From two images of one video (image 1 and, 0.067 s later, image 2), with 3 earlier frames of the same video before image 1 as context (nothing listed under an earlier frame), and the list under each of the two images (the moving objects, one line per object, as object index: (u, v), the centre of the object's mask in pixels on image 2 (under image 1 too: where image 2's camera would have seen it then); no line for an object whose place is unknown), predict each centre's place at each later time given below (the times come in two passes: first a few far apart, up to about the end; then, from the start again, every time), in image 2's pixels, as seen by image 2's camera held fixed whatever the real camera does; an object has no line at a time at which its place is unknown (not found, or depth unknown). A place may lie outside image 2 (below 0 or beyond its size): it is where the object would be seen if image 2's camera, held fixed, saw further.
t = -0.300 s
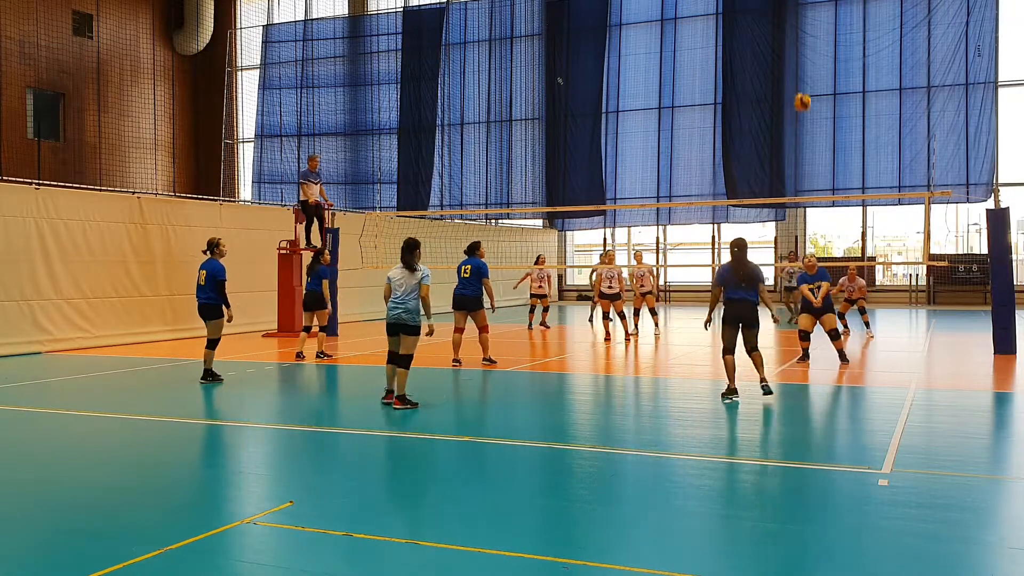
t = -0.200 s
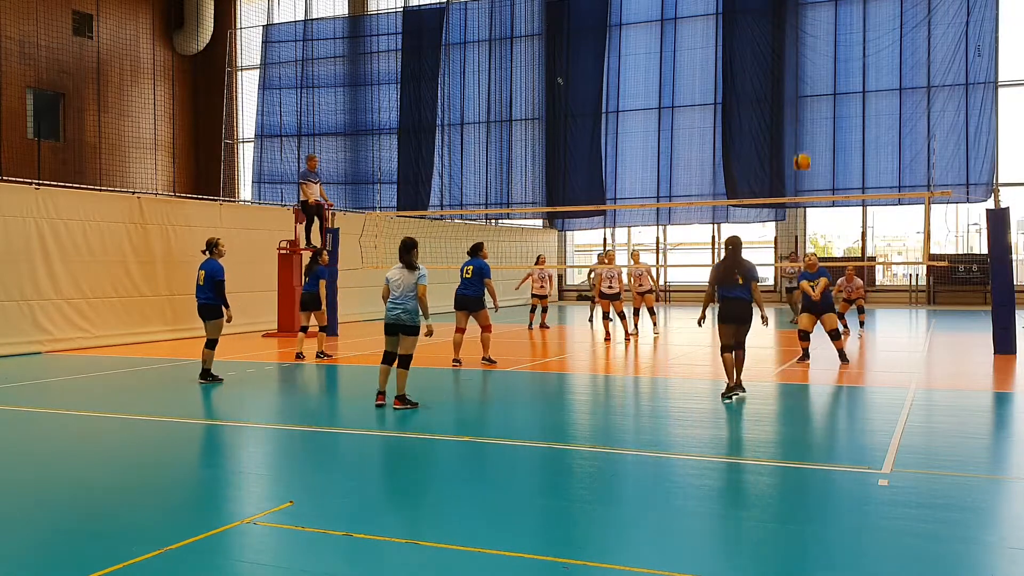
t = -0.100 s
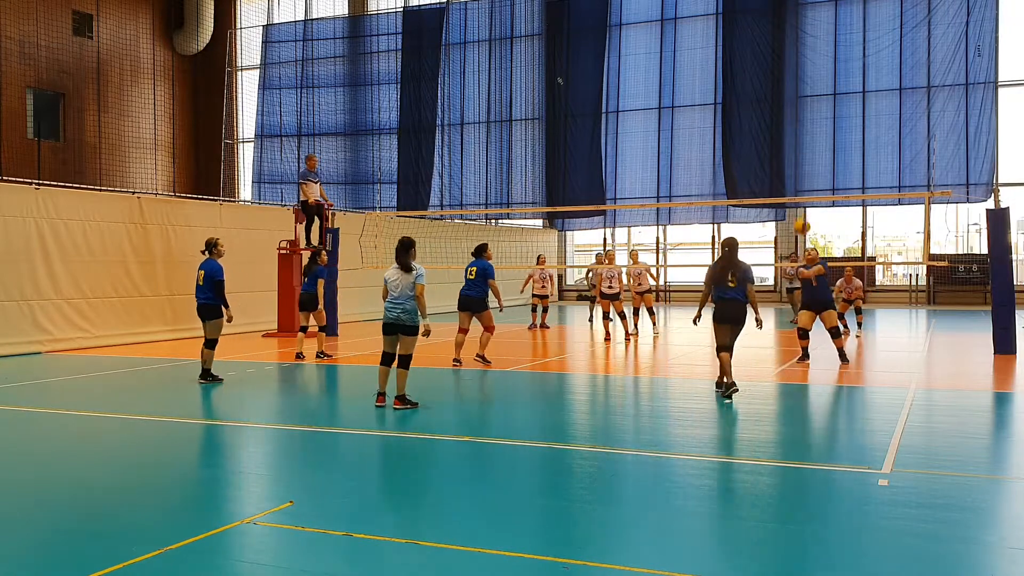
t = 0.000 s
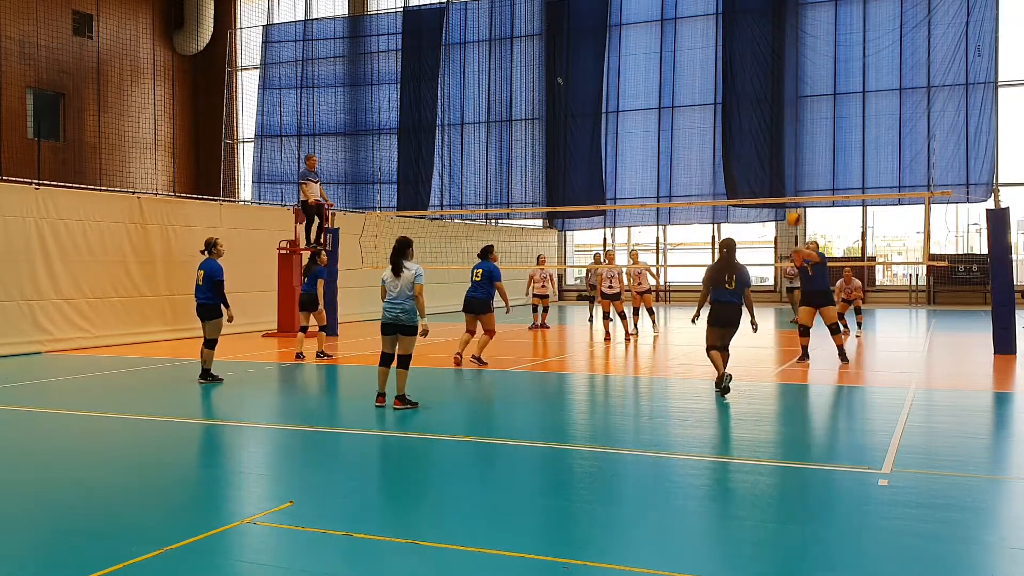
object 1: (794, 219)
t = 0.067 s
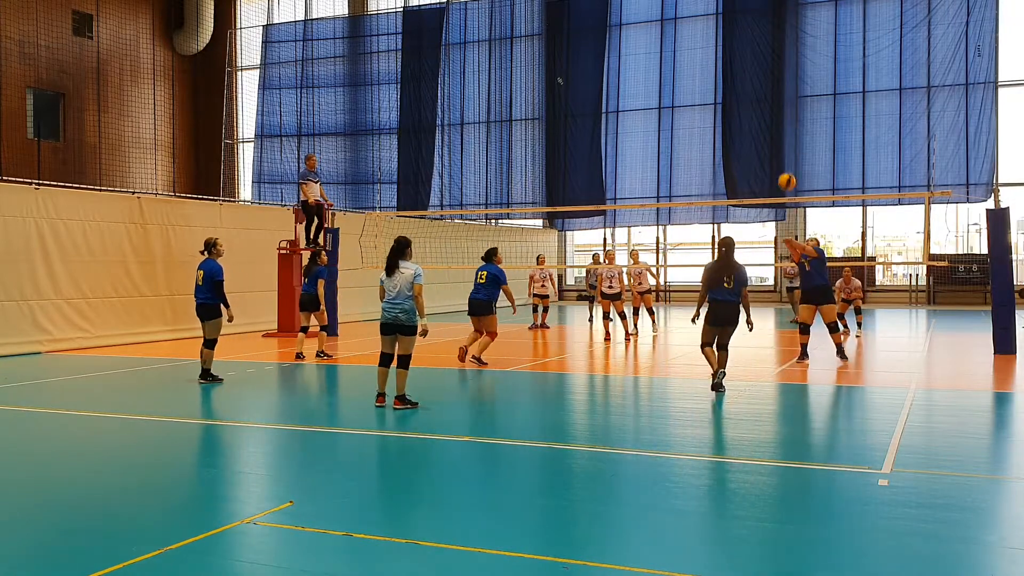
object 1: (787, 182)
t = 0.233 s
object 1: (768, 106)
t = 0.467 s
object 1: (742, 43)
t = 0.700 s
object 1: (719, 24)
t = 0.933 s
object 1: (696, 43)
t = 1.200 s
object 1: (673, 108)
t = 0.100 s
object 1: (783, 165)
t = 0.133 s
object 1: (779, 148)
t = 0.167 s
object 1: (775, 133)
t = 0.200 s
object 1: (771, 119)
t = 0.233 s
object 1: (768, 106)
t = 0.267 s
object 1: (764, 94)
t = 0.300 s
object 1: (761, 84)
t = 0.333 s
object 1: (757, 74)
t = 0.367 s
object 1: (753, 65)
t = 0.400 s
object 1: (750, 57)
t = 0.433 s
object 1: (746, 50)
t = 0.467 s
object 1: (742, 43)
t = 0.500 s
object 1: (739, 38)
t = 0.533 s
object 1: (735, 33)
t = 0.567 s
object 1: (732, 30)
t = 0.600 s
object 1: (729, 27)
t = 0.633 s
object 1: (725, 25)
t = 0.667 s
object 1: (722, 24)
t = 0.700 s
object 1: (719, 24)
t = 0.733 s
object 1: (715, 24)
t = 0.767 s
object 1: (712, 26)
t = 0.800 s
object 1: (709, 28)
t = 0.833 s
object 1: (705, 31)
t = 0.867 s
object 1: (703, 34)
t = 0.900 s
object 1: (699, 38)
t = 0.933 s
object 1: (696, 43)
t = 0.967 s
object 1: (693, 49)
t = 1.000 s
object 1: (689, 55)
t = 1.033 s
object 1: (687, 63)
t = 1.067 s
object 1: (684, 70)
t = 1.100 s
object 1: (681, 79)
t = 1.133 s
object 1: (678, 88)
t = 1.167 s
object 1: (675, 98)
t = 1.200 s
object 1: (673, 108)
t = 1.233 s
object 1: (670, 119)
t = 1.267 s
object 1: (667, 130)
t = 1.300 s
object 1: (665, 143)
